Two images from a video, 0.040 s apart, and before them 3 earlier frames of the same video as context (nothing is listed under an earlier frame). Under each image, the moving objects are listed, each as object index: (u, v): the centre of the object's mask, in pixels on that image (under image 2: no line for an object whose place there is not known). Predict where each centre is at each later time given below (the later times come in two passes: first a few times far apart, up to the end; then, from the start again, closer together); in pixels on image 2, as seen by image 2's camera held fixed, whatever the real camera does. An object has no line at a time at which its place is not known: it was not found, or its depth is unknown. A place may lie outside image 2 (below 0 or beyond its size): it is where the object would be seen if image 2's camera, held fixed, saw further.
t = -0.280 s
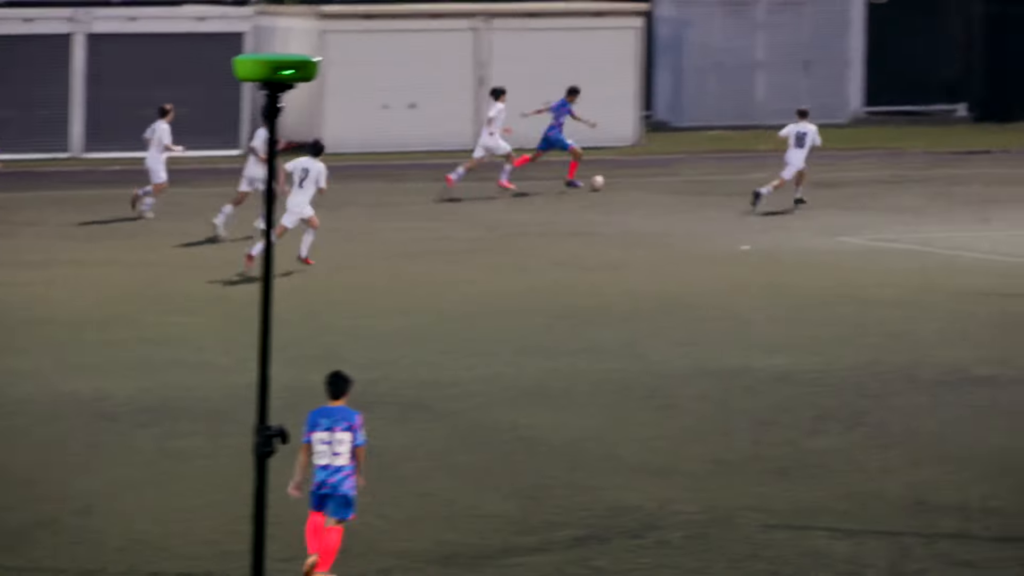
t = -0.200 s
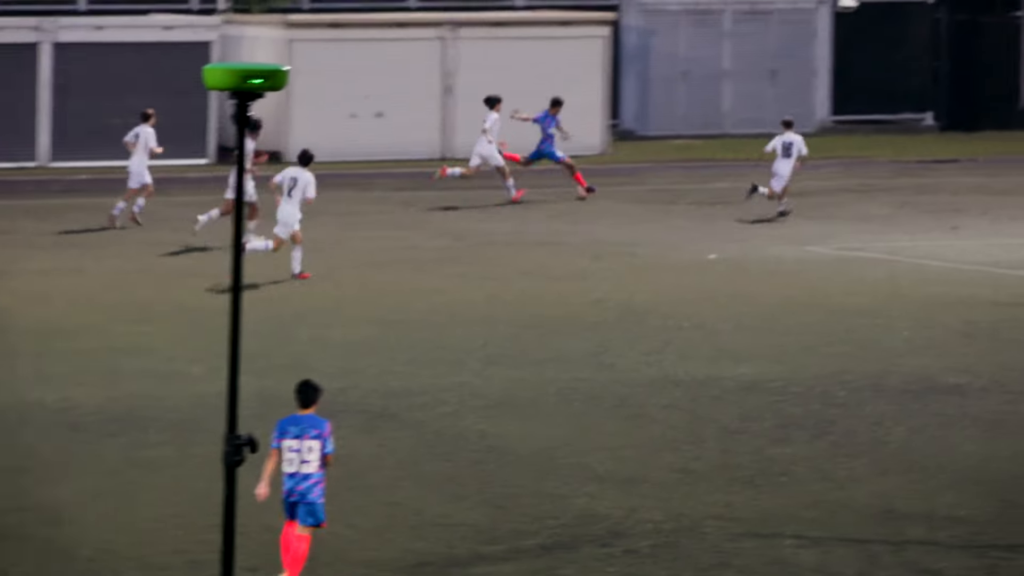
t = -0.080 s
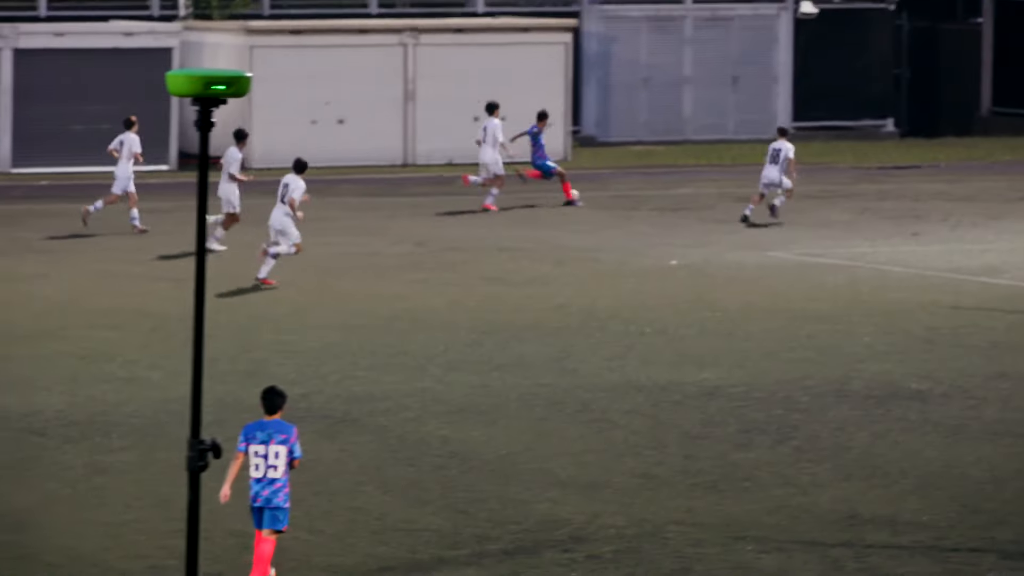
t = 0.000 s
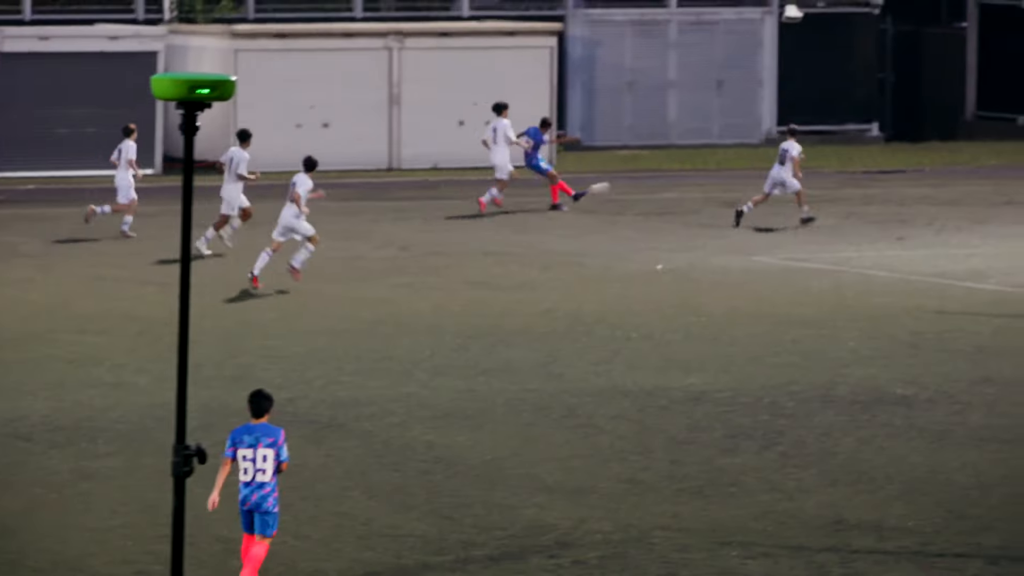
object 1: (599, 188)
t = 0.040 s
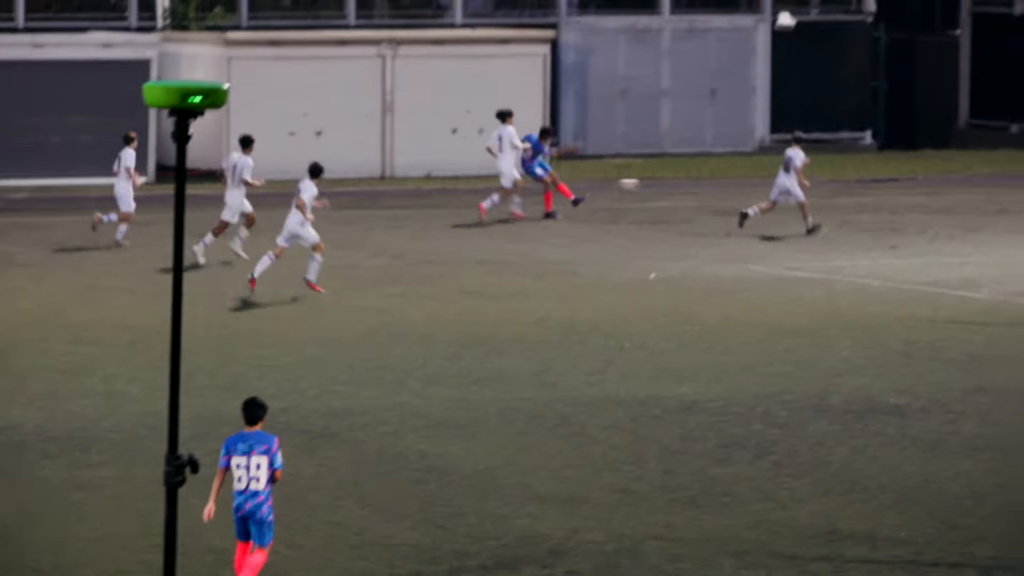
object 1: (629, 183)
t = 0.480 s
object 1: (1010, 111)
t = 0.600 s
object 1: (1114, 113)
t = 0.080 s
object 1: (665, 172)
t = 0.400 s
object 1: (944, 114)
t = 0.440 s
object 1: (977, 112)
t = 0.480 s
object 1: (1010, 111)
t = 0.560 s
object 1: (1079, 110)
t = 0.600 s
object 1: (1114, 113)
